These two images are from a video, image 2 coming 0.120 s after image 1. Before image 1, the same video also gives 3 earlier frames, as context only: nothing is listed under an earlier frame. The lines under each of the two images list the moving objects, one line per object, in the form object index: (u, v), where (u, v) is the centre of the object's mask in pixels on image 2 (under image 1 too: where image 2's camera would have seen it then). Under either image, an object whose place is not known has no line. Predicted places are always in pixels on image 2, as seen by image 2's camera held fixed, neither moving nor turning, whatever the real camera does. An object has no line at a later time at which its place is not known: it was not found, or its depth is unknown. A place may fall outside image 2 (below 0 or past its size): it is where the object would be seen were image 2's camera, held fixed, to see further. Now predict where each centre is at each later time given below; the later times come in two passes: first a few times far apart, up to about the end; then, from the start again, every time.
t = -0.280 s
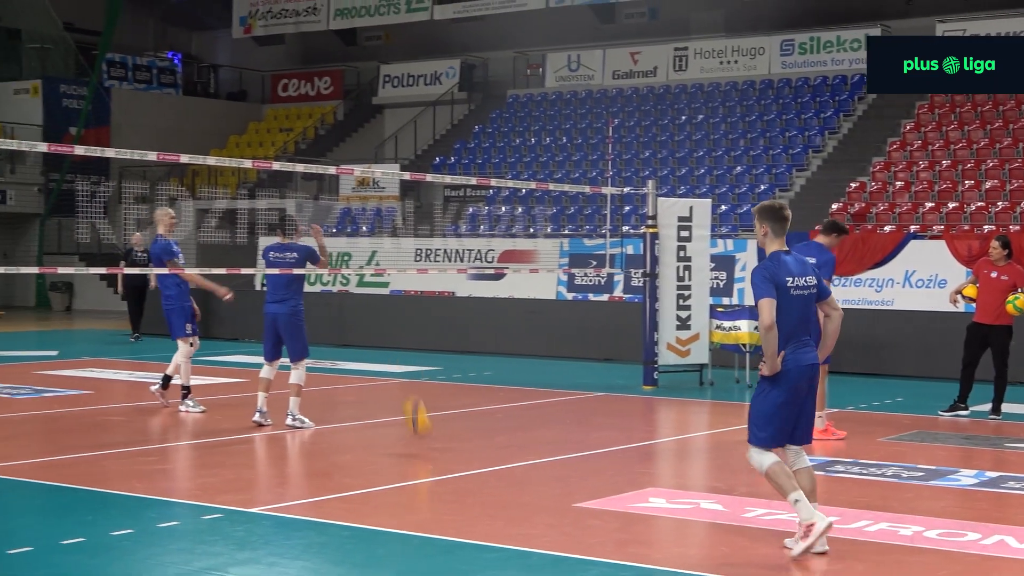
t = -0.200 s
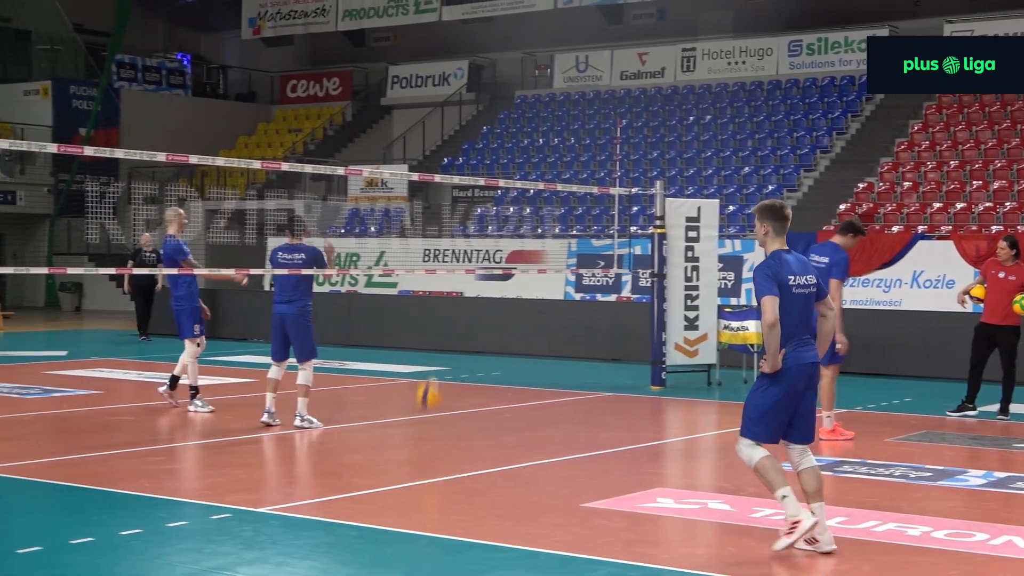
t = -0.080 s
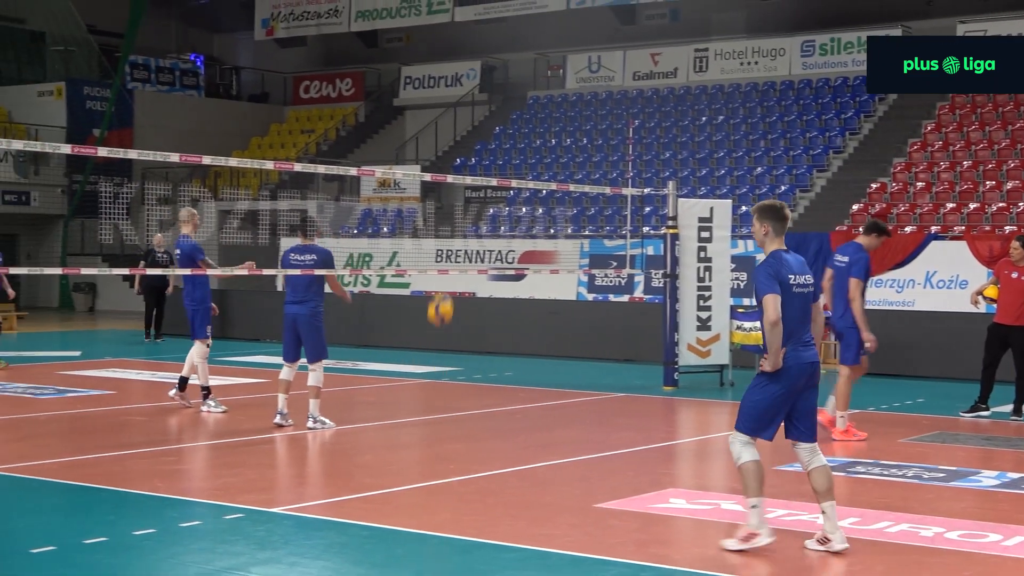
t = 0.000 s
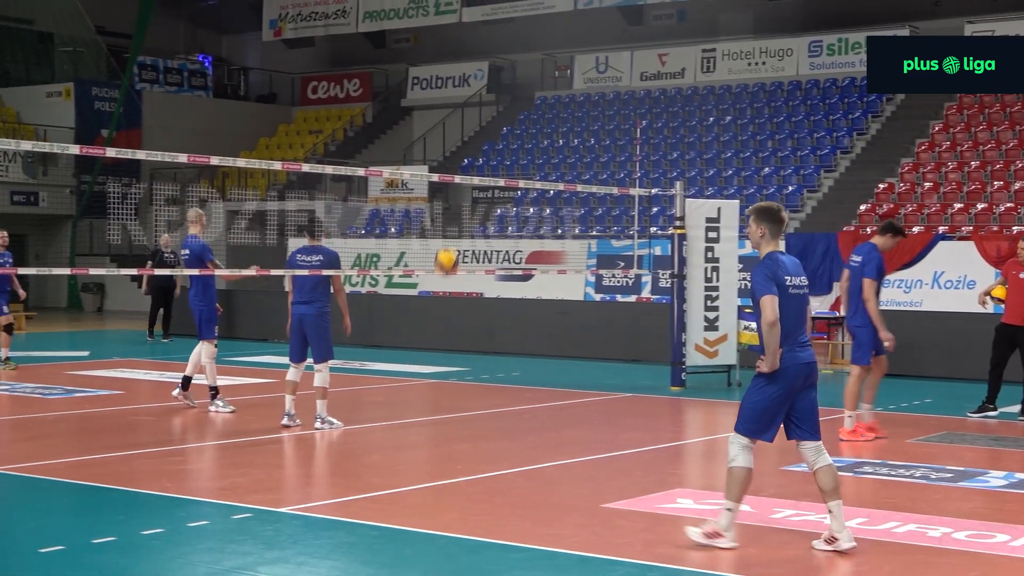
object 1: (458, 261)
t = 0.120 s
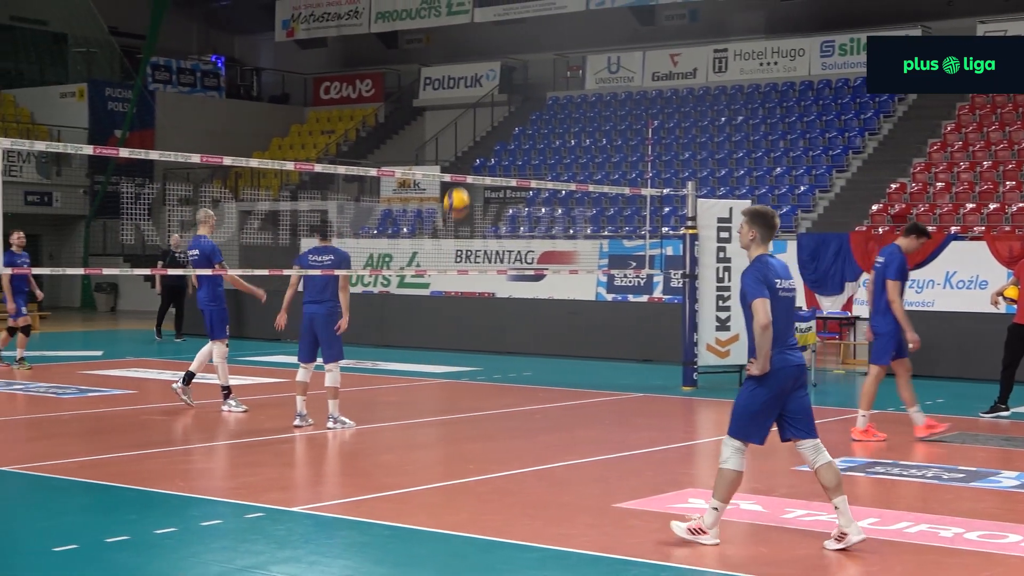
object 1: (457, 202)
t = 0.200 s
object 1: (456, 172)
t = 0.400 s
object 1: (452, 130)
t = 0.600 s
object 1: (449, 136)
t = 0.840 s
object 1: (444, 211)
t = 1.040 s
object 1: (439, 334)
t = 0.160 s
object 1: (456, 186)
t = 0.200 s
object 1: (456, 172)
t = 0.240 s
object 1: (455, 160)
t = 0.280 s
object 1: (454, 150)
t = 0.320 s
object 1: (454, 141)
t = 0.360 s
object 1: (453, 135)
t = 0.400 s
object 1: (452, 130)
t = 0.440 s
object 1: (452, 127)
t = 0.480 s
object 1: (451, 127)
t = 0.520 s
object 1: (450, 128)
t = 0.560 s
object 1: (450, 131)
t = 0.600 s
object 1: (449, 136)
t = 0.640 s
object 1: (448, 144)
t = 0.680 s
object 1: (448, 154)
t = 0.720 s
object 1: (447, 164)
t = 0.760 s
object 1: (446, 178)
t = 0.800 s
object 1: (445, 195)
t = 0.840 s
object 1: (444, 211)
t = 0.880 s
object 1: (443, 231)
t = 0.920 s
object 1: (442, 253)
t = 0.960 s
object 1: (441, 279)
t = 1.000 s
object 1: (440, 307)
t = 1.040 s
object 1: (439, 334)
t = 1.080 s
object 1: (438, 364)
